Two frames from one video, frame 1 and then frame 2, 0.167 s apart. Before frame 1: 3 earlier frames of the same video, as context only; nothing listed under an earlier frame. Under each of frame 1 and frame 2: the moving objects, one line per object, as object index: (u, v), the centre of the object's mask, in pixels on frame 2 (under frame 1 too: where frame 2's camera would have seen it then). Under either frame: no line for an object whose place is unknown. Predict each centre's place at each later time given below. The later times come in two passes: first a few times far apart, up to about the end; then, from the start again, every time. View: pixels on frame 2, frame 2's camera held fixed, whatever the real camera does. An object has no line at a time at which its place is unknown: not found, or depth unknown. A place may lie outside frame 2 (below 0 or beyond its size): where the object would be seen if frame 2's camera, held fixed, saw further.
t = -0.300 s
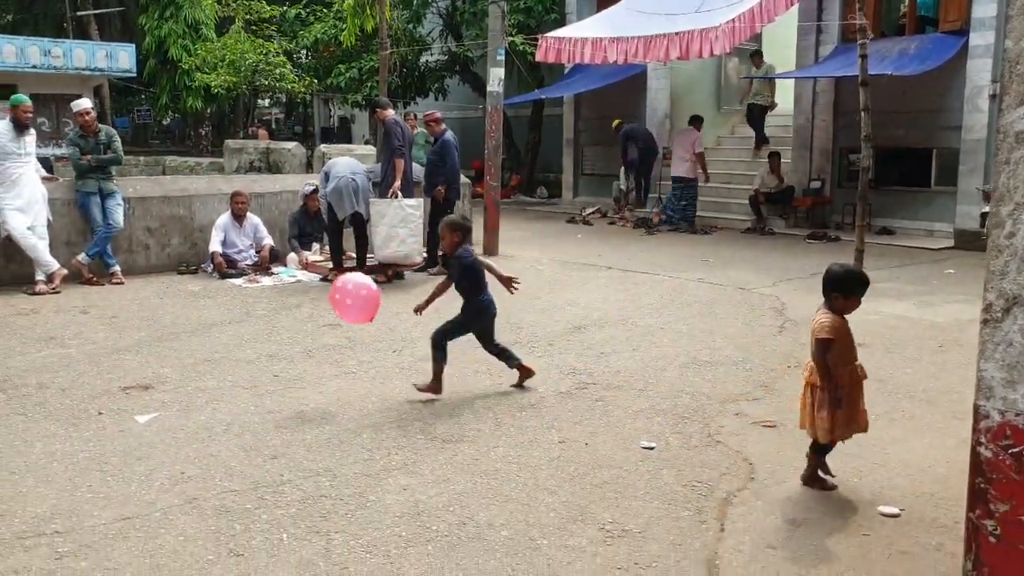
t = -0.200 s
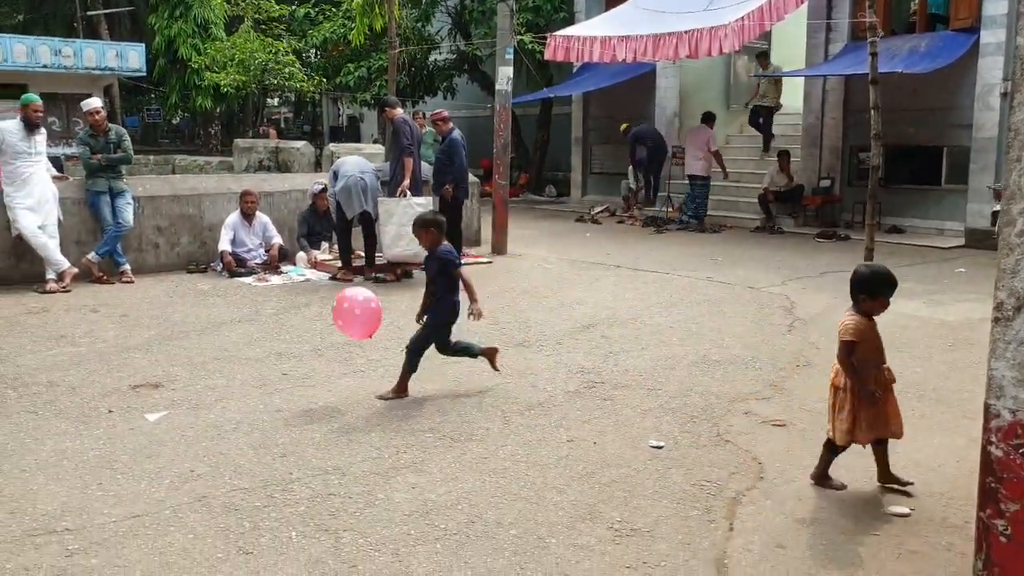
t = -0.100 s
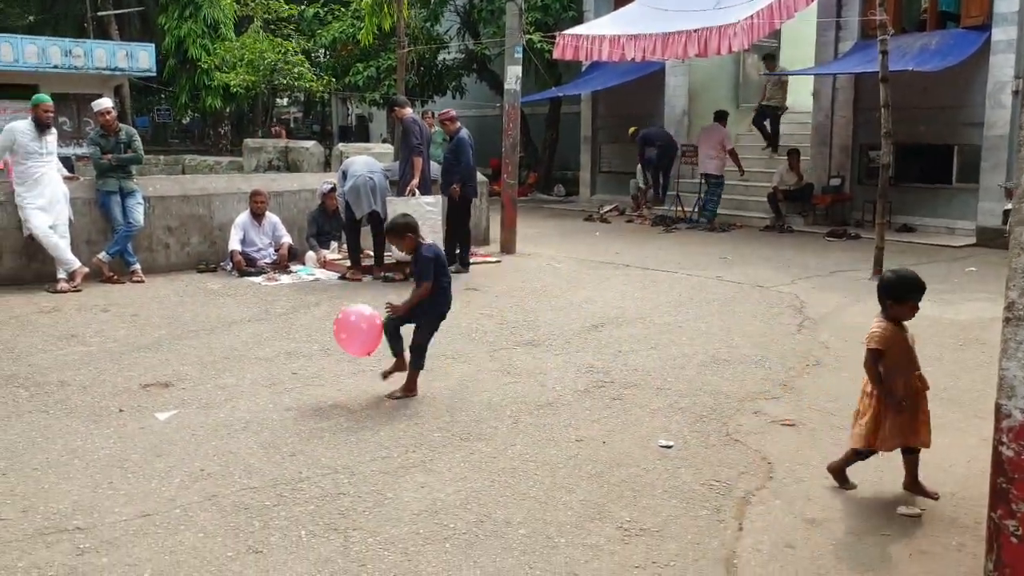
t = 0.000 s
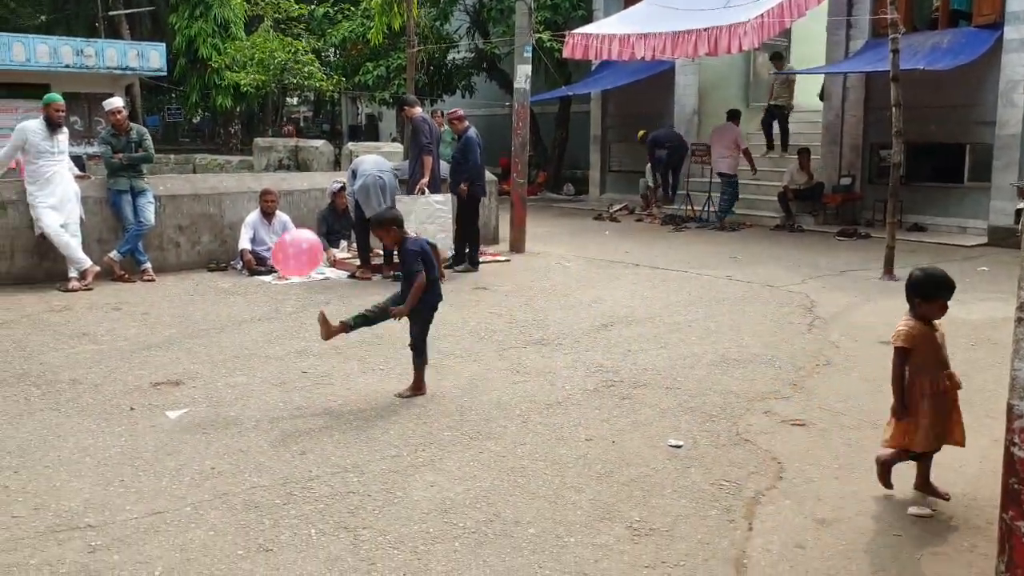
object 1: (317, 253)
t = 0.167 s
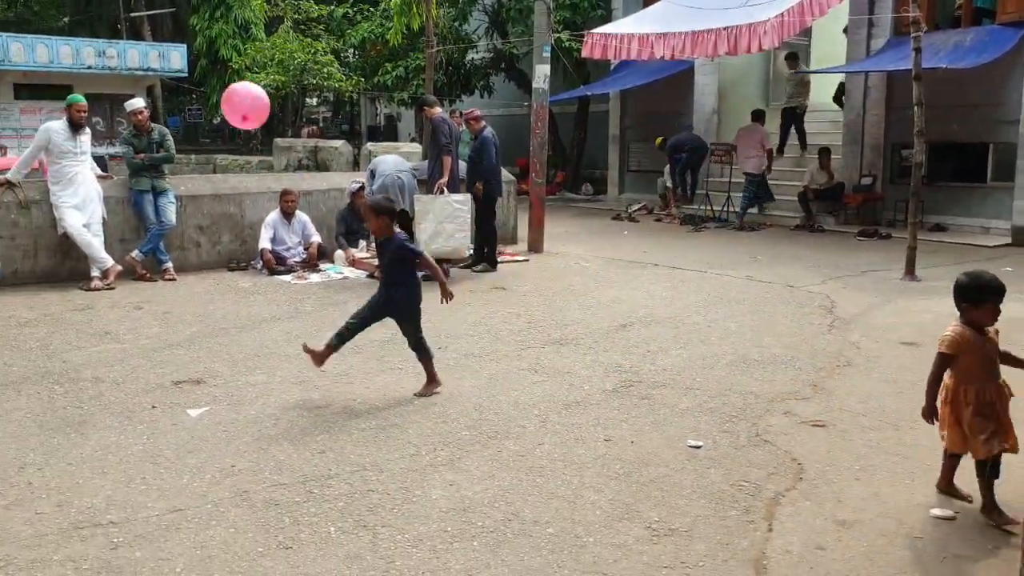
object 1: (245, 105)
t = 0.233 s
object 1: (238, 82)
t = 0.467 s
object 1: (242, 48)
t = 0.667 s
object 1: (255, 48)
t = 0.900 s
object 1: (270, 62)
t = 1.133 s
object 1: (285, 82)
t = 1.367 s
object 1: (297, 107)
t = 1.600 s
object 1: (308, 137)
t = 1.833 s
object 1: (316, 170)
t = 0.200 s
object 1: (241, 92)
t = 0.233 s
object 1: (238, 82)
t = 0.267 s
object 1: (237, 73)
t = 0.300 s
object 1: (236, 67)
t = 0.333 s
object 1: (236, 61)
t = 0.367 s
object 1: (237, 56)
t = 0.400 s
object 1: (238, 52)
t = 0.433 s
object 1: (240, 50)
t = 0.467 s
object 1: (242, 48)
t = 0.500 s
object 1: (245, 46)
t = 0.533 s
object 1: (246, 45)
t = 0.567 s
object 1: (248, 45)
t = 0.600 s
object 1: (251, 46)
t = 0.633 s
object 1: (253, 47)
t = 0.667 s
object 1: (255, 48)
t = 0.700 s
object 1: (257, 49)
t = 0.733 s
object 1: (259, 51)
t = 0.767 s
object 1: (262, 53)
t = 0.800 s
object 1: (264, 55)
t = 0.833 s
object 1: (266, 58)
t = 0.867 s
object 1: (268, 60)
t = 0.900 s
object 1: (270, 62)
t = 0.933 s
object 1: (272, 64)
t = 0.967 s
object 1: (274, 67)
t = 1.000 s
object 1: (276, 69)
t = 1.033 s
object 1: (278, 72)
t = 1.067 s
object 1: (281, 75)
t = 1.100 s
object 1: (282, 78)
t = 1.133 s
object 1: (285, 82)
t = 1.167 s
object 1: (286, 85)
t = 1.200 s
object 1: (288, 88)
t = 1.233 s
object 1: (290, 92)
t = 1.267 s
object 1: (292, 95)
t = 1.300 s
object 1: (294, 99)
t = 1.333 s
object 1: (295, 103)
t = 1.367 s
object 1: (297, 107)
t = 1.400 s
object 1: (299, 111)
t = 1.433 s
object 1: (300, 115)
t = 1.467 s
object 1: (302, 119)
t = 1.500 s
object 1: (303, 123)
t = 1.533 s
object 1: (305, 128)
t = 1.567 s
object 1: (306, 132)
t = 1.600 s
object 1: (308, 137)
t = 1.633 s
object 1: (309, 142)
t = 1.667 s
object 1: (311, 147)
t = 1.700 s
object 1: (311, 151)
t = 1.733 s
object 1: (313, 156)
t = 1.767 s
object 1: (314, 161)
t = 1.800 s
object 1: (315, 165)
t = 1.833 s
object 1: (316, 170)
